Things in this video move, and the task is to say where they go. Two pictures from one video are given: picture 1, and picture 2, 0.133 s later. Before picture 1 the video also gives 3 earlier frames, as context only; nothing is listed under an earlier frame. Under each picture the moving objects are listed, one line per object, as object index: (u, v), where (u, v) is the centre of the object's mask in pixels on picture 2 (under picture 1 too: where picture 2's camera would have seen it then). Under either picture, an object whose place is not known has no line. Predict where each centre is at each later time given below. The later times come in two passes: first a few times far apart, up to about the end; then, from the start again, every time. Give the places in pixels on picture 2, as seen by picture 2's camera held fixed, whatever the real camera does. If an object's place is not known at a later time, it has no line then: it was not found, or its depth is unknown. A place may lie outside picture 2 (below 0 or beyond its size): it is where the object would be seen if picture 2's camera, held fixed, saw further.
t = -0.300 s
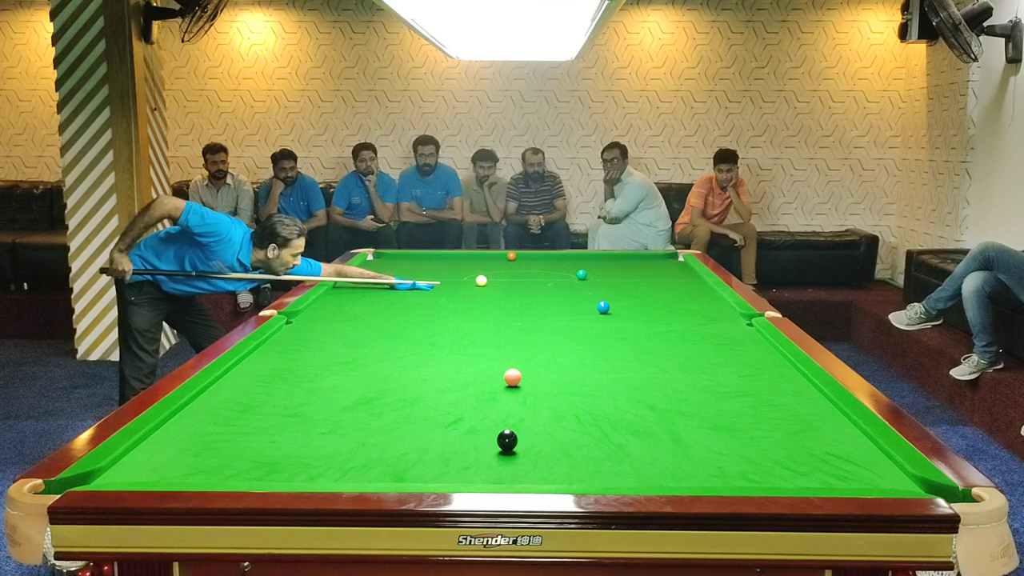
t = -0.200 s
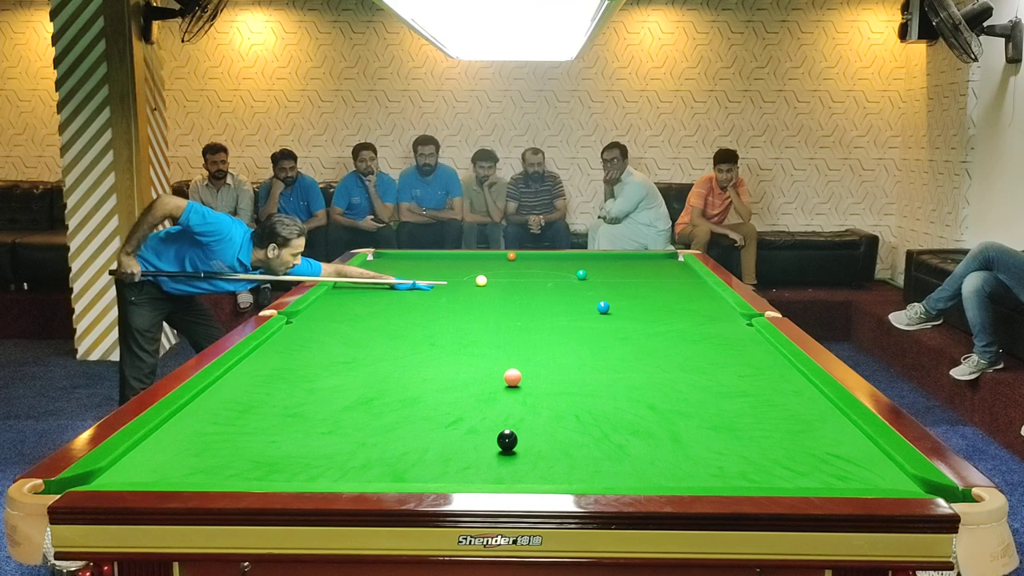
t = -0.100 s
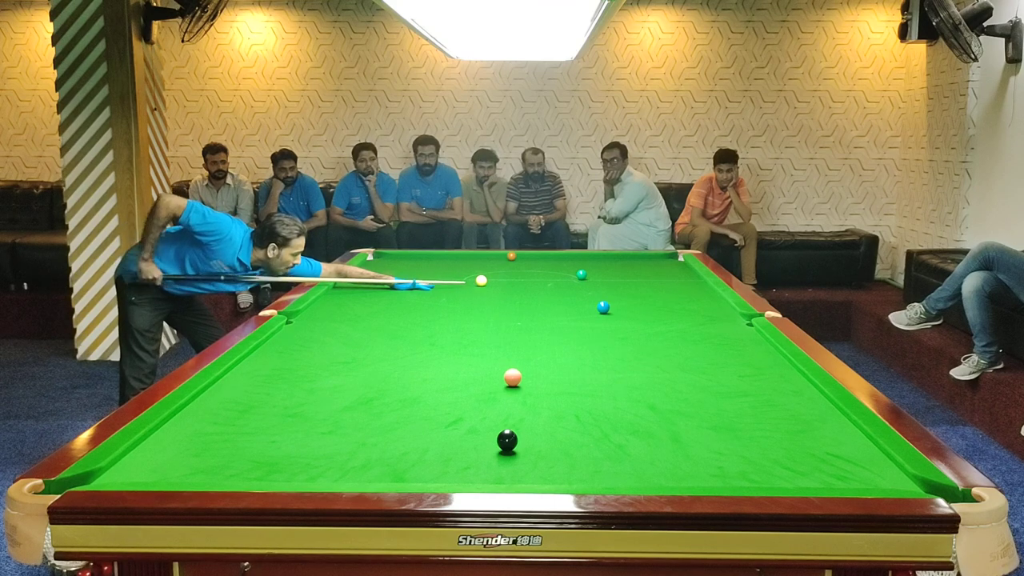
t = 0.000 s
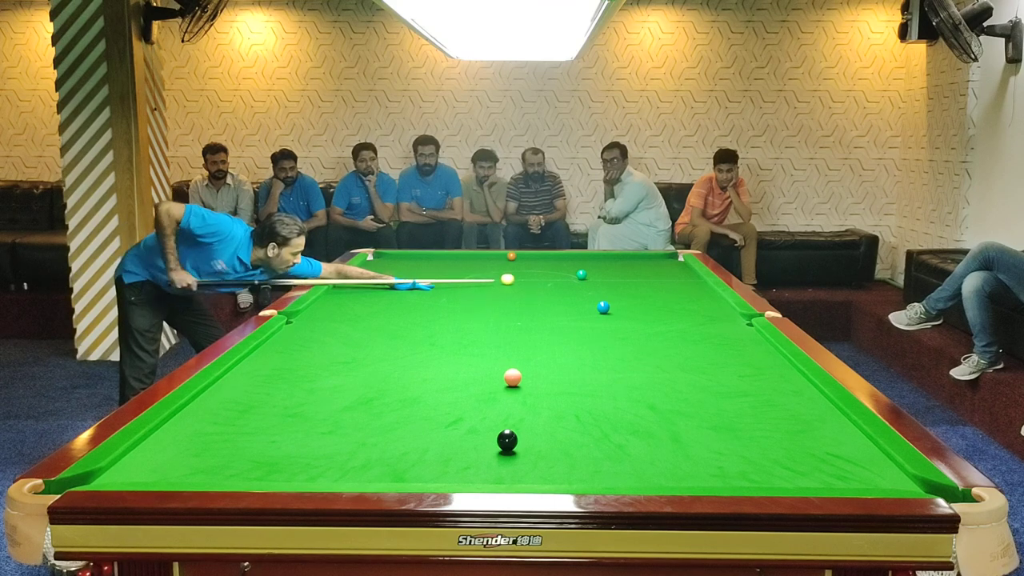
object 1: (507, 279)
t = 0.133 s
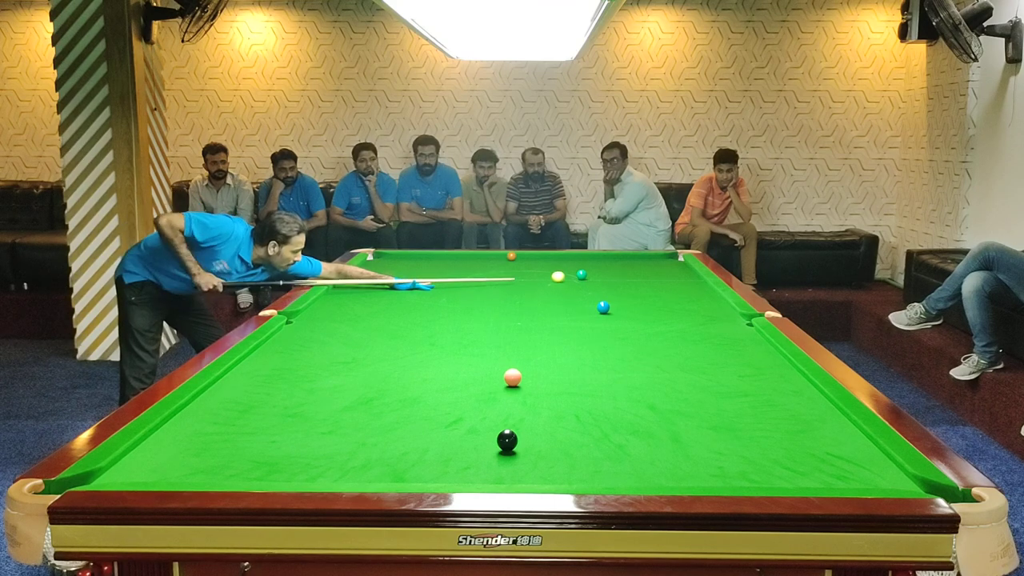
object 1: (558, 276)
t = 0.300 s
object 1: (591, 277)
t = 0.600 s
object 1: (629, 281)
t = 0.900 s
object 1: (667, 285)
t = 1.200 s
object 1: (705, 289)
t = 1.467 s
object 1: (697, 293)
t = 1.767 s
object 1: (682, 297)
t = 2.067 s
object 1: (667, 301)
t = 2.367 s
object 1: (652, 305)
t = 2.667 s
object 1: (637, 309)
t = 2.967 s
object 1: (622, 313)
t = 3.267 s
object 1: (608, 317)
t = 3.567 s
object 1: (594, 320)
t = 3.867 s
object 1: (581, 324)
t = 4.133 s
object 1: (570, 327)
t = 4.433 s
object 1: (558, 330)
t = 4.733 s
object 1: (547, 332)
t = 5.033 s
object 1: (537, 335)
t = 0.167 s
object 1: (569, 276)
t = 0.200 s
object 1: (577, 276)
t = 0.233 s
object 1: (582, 276)
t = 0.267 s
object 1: (587, 277)
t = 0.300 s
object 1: (591, 277)
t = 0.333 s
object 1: (595, 278)
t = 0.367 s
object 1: (600, 278)
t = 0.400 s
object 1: (604, 279)
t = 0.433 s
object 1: (608, 279)
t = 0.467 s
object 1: (612, 280)
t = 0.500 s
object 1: (616, 280)
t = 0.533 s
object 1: (620, 280)
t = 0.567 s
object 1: (625, 281)
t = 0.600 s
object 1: (629, 281)
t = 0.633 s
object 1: (633, 282)
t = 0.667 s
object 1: (637, 282)
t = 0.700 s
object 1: (641, 283)
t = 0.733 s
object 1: (646, 283)
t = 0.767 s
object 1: (650, 283)
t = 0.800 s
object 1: (654, 284)
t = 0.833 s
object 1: (658, 284)
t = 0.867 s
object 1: (662, 285)
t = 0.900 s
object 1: (667, 285)
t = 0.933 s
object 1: (671, 286)
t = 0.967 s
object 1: (675, 286)
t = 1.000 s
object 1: (679, 287)
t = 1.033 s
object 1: (684, 287)
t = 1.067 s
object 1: (688, 287)
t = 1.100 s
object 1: (692, 288)
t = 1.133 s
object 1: (696, 288)
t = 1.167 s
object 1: (701, 289)
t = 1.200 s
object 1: (705, 289)
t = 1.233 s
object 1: (709, 289)
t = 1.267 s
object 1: (708, 290)
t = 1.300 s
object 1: (706, 291)
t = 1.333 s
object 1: (704, 291)
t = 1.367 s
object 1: (702, 291)
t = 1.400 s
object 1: (701, 292)
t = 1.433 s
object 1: (699, 292)
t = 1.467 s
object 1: (697, 293)
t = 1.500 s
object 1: (695, 293)
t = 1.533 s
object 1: (694, 294)
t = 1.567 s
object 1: (692, 294)
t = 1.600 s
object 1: (690, 295)
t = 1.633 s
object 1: (689, 295)
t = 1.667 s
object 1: (687, 296)
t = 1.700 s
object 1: (685, 296)
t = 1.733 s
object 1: (683, 297)
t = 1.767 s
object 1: (682, 297)
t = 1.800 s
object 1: (680, 298)
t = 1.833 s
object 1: (678, 298)
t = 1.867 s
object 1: (677, 299)
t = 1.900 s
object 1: (675, 299)
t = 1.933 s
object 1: (673, 299)
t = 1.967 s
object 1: (672, 300)
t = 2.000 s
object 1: (670, 300)
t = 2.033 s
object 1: (668, 301)
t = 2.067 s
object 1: (667, 301)
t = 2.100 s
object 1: (665, 302)
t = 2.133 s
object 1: (663, 302)
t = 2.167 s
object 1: (662, 303)
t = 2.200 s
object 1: (660, 303)
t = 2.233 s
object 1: (658, 303)
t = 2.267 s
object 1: (657, 304)
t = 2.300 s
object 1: (655, 305)
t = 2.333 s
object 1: (653, 305)
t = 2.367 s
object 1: (652, 305)
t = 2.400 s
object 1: (650, 306)
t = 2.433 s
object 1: (649, 306)
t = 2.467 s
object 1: (647, 307)
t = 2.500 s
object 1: (645, 307)
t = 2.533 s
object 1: (644, 307)
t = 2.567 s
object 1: (642, 308)
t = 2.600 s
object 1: (640, 308)
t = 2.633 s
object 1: (639, 309)
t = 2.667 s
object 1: (637, 309)
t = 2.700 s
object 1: (635, 310)
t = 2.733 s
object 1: (634, 310)
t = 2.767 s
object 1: (632, 310)
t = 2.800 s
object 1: (630, 311)
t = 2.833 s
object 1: (629, 311)
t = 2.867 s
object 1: (627, 312)
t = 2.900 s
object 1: (625, 312)
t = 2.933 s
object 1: (624, 313)
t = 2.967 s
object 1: (622, 313)
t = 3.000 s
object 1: (621, 313)
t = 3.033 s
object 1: (619, 314)
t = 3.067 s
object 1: (618, 314)
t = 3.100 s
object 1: (616, 315)
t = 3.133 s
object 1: (614, 315)
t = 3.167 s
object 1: (613, 315)
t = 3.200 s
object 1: (611, 316)
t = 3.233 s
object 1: (610, 316)
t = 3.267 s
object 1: (608, 317)
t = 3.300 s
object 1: (607, 317)
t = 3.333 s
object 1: (605, 318)
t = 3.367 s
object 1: (603, 318)
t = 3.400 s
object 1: (602, 318)
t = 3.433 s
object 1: (600, 319)
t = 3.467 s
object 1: (599, 319)
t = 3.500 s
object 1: (597, 319)
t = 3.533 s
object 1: (596, 320)
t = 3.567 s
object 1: (594, 320)
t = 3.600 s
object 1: (593, 321)
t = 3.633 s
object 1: (591, 321)
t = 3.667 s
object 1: (590, 321)
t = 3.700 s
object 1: (588, 322)
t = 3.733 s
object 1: (587, 322)
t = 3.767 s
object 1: (586, 322)
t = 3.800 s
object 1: (584, 323)
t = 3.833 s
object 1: (583, 323)
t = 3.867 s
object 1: (581, 324)
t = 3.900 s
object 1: (580, 324)
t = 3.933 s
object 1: (578, 324)
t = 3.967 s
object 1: (577, 325)
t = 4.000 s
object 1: (576, 325)
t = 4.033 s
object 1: (574, 326)
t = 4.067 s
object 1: (573, 326)
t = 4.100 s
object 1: (572, 326)
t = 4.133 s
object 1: (570, 327)
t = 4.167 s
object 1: (569, 327)
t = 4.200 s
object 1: (567, 327)
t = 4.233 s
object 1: (566, 328)
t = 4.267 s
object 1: (565, 328)
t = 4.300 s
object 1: (563, 328)
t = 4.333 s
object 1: (562, 329)
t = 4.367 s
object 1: (561, 329)
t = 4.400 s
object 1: (560, 329)
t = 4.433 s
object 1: (558, 330)
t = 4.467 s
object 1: (557, 330)
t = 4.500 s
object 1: (556, 330)
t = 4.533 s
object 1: (555, 331)
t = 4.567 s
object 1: (553, 331)
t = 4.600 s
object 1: (552, 331)
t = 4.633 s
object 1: (551, 331)
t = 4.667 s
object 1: (550, 332)
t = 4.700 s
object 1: (549, 332)
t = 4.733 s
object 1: (547, 332)
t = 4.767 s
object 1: (546, 333)
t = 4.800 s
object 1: (545, 333)
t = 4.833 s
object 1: (544, 333)
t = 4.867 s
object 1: (543, 333)
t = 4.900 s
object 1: (541, 334)
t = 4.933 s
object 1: (540, 334)
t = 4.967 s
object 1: (539, 334)
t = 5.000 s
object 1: (538, 335)
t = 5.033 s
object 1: (537, 335)
